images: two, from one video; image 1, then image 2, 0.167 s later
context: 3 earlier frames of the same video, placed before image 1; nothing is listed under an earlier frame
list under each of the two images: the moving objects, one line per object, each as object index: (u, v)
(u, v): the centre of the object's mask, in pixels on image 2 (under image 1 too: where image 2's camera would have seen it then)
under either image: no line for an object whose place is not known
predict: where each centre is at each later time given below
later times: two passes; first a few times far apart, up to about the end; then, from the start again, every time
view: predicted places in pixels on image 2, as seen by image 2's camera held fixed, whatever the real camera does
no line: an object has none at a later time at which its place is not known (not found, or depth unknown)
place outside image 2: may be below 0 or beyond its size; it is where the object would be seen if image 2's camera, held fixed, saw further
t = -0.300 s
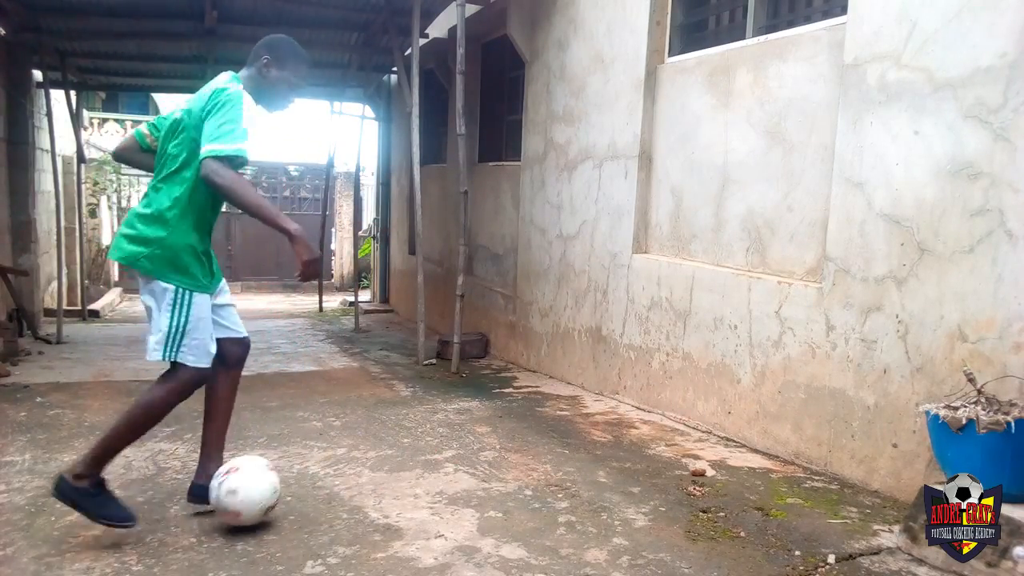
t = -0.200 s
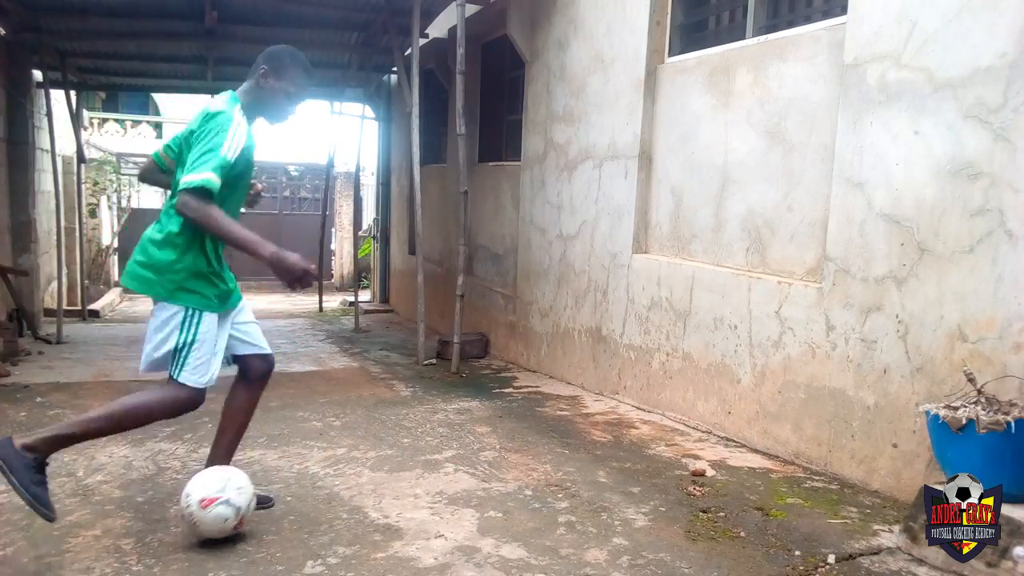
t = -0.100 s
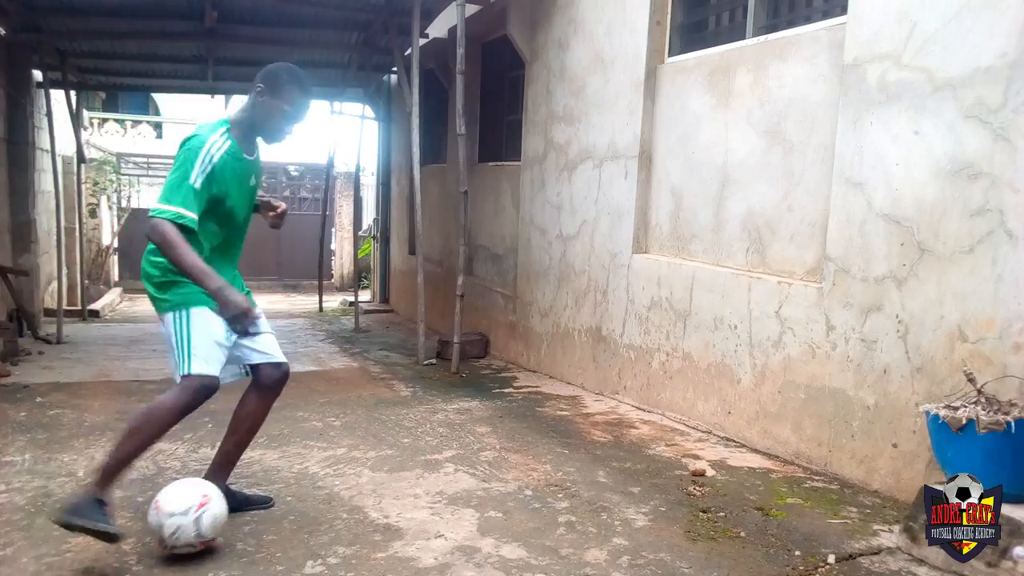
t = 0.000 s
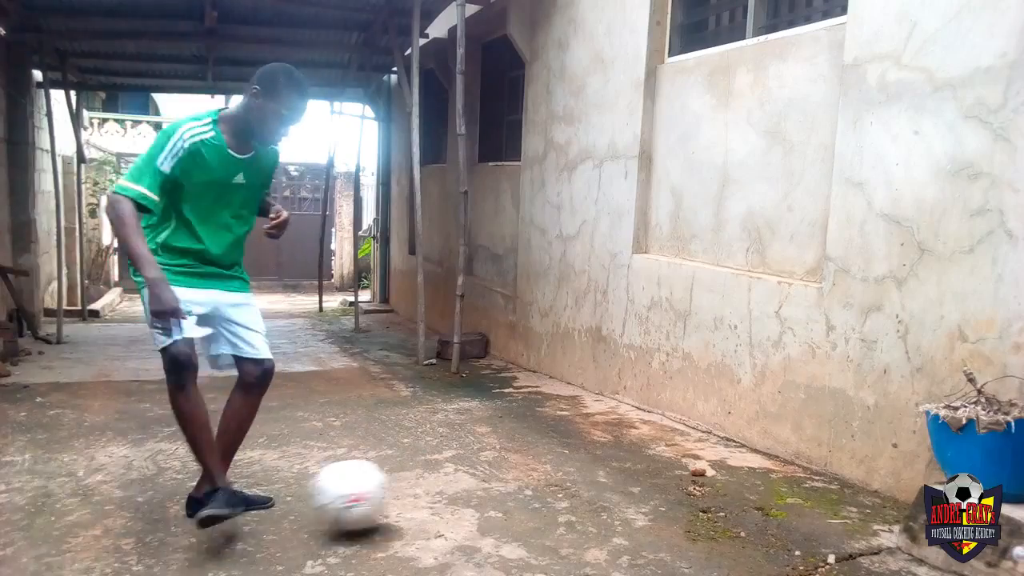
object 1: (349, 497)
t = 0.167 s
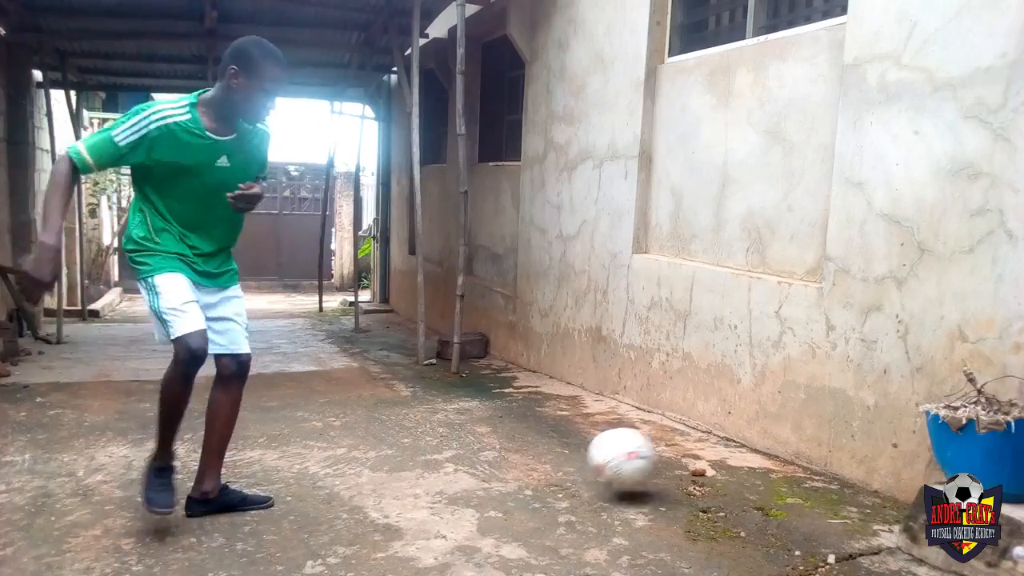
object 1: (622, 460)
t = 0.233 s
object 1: (705, 449)
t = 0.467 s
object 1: (686, 403)
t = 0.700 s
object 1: (480, 460)
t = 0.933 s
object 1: (357, 446)
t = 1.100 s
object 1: (280, 490)
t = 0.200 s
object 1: (663, 453)
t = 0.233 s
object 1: (705, 449)
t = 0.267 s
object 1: (744, 451)
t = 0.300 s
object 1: (778, 446)
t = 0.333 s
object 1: (788, 436)
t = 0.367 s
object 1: (763, 423)
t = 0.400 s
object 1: (739, 414)
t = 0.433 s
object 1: (713, 407)
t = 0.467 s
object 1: (686, 403)
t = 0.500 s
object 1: (659, 402)
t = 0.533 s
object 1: (631, 404)
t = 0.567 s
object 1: (601, 407)
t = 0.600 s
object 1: (571, 412)
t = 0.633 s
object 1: (541, 426)
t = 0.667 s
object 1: (511, 441)
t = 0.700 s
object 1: (480, 460)
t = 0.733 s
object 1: (447, 482)
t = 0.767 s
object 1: (432, 471)
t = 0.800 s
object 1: (417, 459)
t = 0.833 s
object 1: (402, 451)
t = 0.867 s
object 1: (387, 446)
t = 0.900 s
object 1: (372, 445)
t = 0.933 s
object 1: (357, 446)
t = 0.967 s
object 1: (342, 451)
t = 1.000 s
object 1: (327, 459)
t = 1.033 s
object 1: (313, 469)
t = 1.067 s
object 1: (297, 484)
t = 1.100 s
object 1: (280, 490)
